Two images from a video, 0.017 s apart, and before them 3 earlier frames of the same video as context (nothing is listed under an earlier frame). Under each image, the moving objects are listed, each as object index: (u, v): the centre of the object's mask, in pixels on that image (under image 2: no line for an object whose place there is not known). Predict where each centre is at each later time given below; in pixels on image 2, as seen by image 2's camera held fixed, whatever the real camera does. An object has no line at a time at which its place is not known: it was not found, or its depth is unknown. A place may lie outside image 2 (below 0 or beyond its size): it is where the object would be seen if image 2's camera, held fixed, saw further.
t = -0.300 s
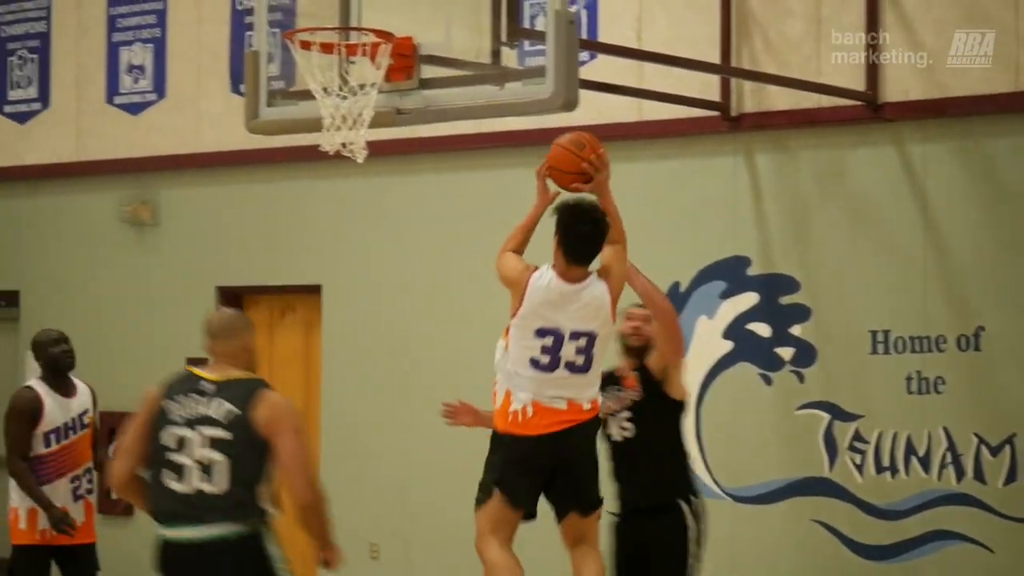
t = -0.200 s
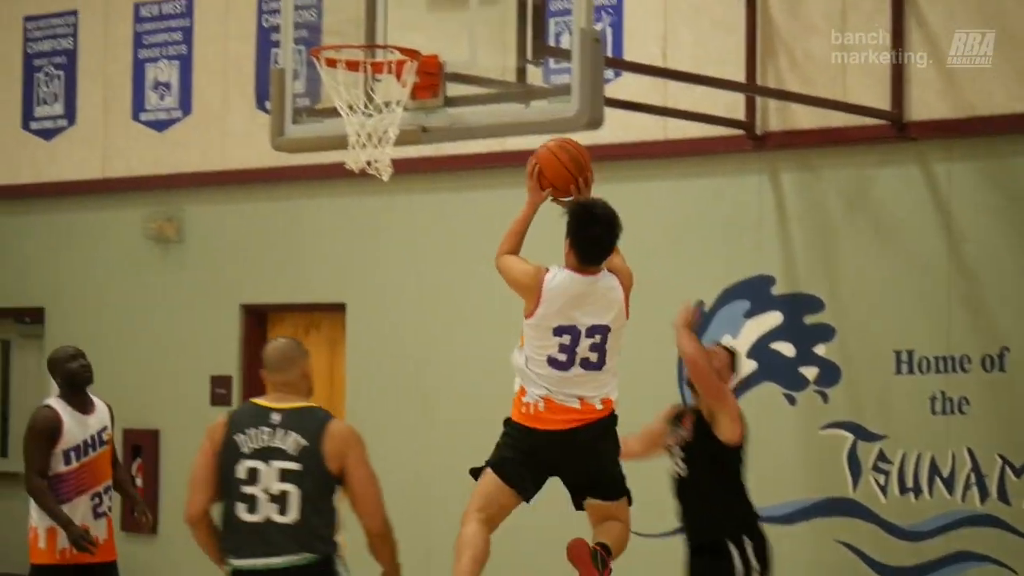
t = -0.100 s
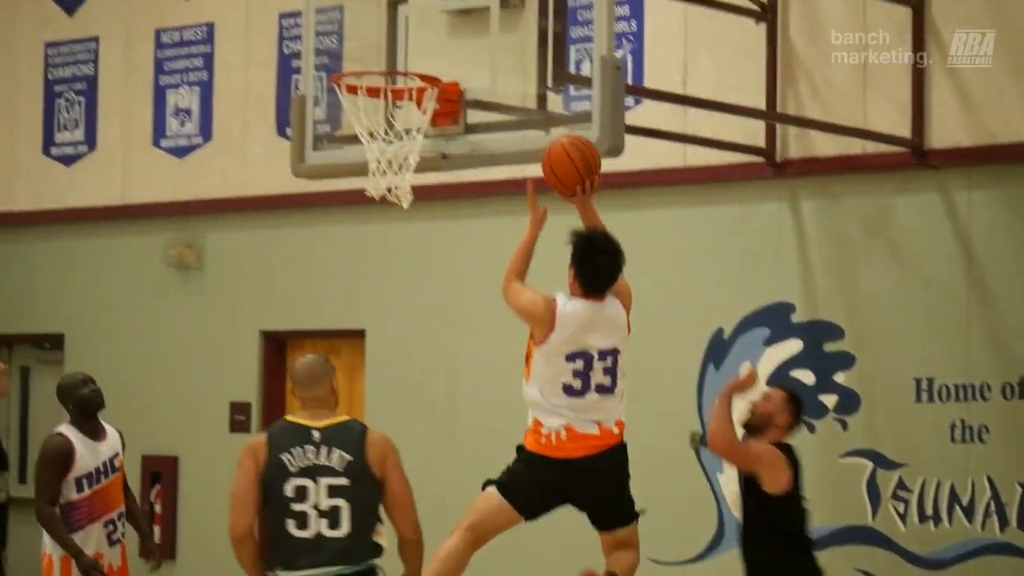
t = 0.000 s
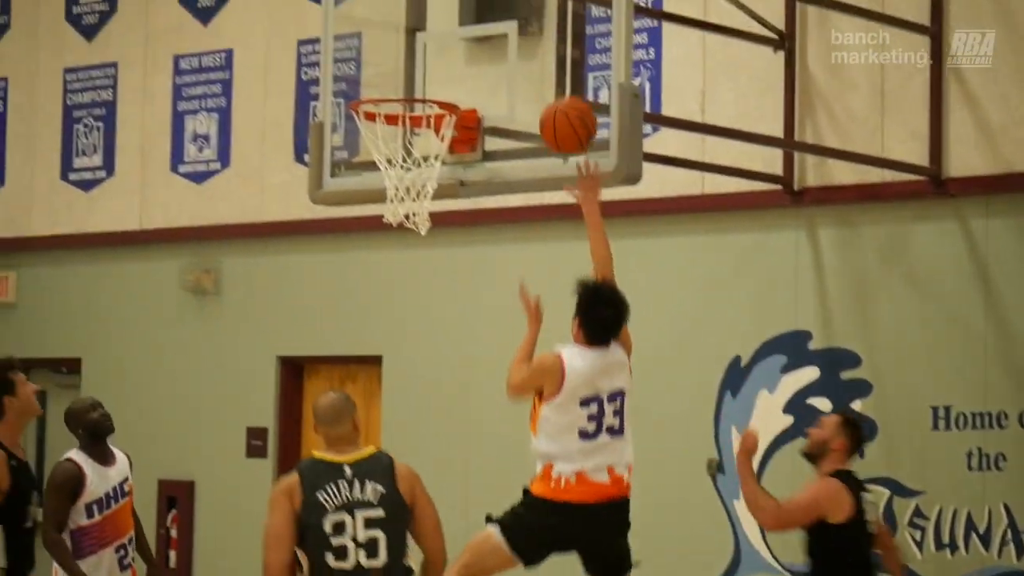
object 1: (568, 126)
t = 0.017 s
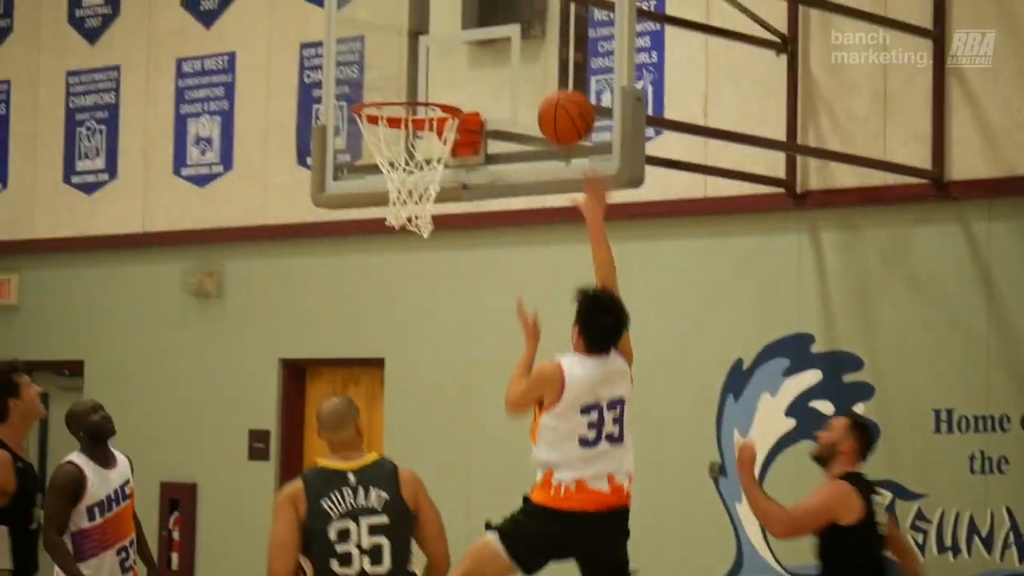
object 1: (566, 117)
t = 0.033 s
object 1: (561, 107)
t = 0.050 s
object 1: (557, 98)
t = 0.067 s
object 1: (552, 88)
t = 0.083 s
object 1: (547, 80)
